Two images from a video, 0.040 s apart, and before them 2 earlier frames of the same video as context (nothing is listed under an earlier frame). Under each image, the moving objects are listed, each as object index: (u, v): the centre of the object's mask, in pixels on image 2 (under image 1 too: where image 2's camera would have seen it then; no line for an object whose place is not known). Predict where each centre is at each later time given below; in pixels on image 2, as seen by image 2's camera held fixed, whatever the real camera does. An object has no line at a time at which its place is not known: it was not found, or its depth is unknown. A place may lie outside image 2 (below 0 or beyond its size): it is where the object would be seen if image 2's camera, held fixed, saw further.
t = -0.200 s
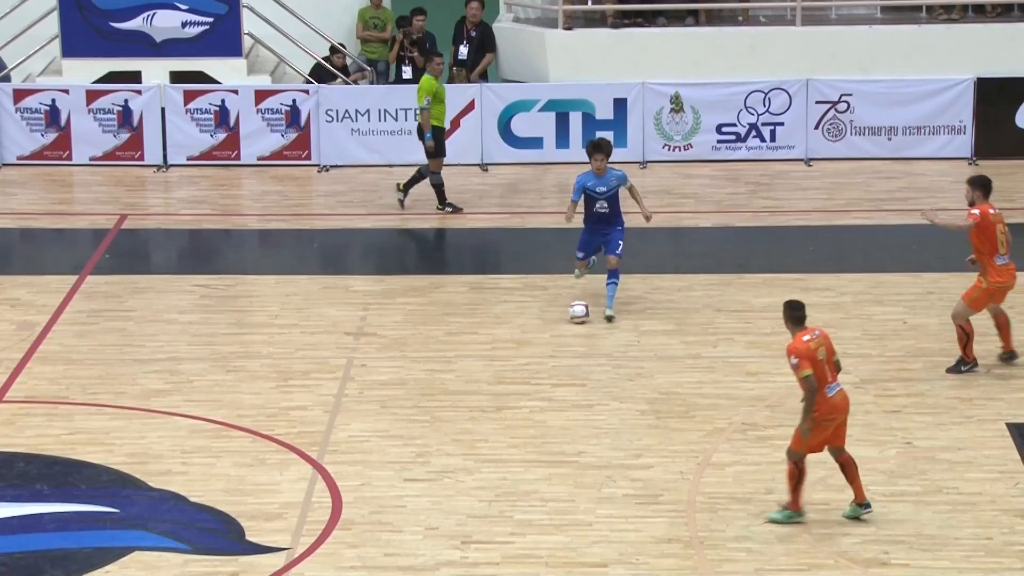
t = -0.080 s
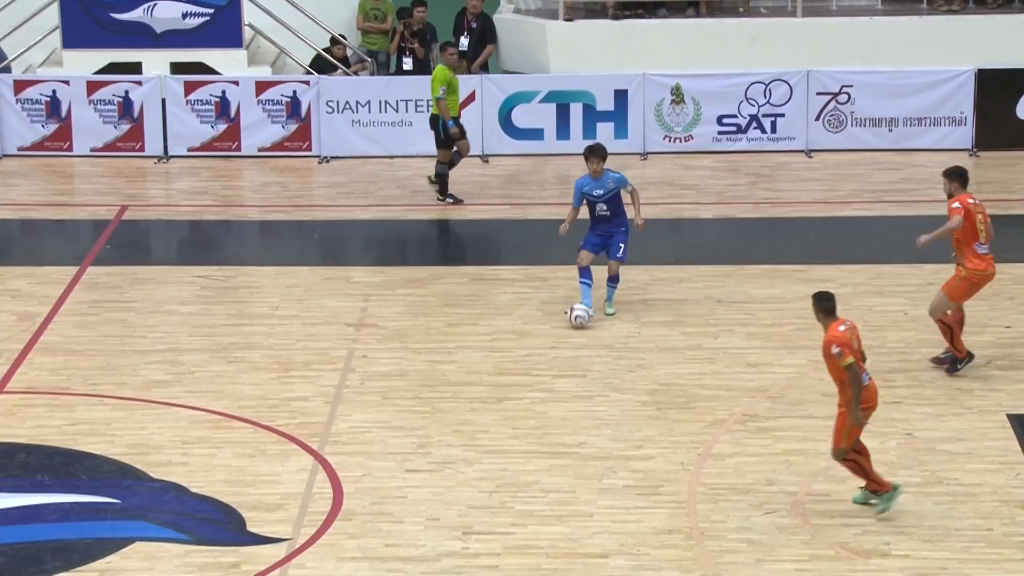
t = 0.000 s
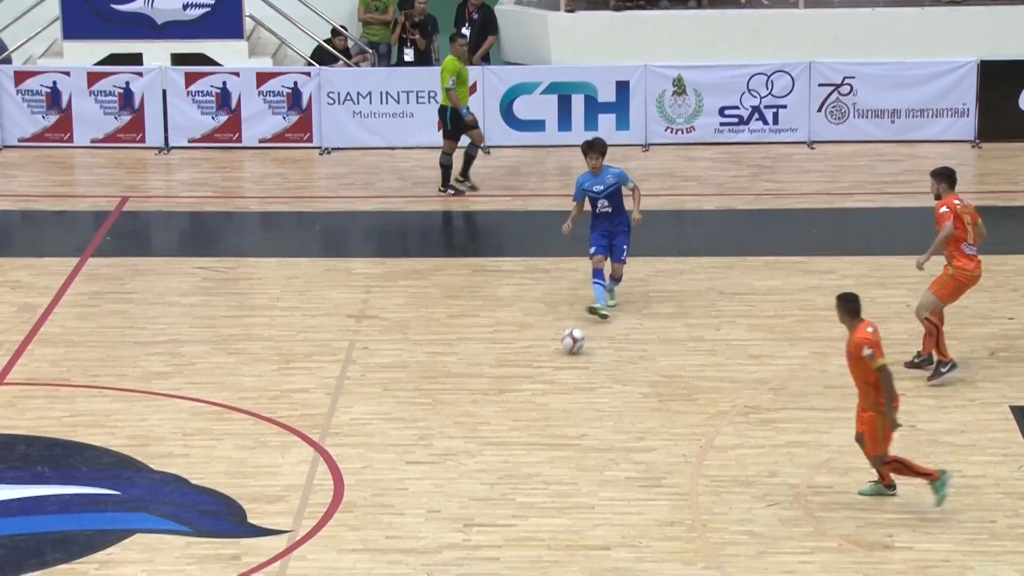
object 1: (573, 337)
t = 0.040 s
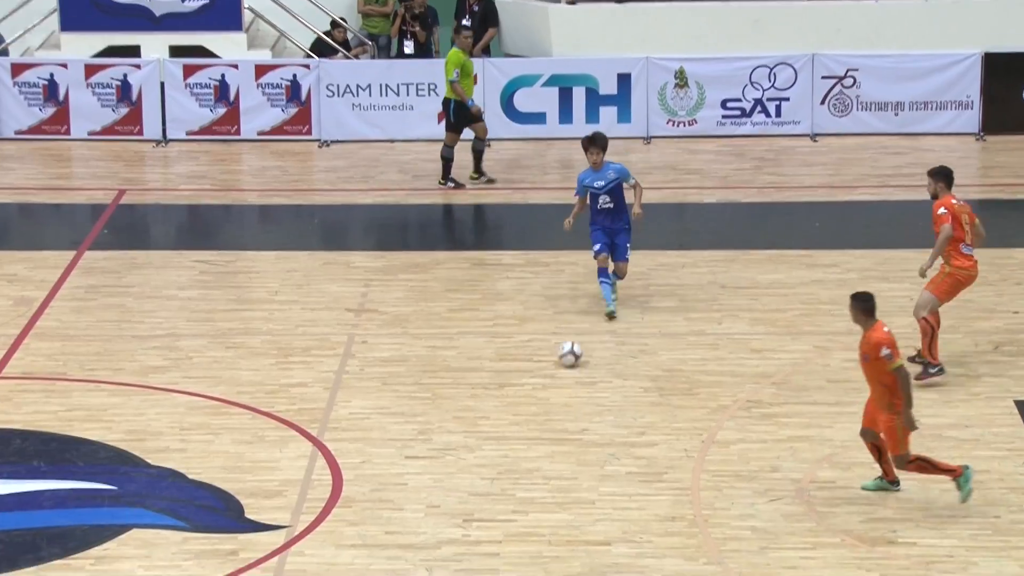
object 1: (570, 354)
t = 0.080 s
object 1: (566, 372)
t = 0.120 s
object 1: (563, 390)
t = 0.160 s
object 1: (559, 409)
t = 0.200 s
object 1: (556, 428)
